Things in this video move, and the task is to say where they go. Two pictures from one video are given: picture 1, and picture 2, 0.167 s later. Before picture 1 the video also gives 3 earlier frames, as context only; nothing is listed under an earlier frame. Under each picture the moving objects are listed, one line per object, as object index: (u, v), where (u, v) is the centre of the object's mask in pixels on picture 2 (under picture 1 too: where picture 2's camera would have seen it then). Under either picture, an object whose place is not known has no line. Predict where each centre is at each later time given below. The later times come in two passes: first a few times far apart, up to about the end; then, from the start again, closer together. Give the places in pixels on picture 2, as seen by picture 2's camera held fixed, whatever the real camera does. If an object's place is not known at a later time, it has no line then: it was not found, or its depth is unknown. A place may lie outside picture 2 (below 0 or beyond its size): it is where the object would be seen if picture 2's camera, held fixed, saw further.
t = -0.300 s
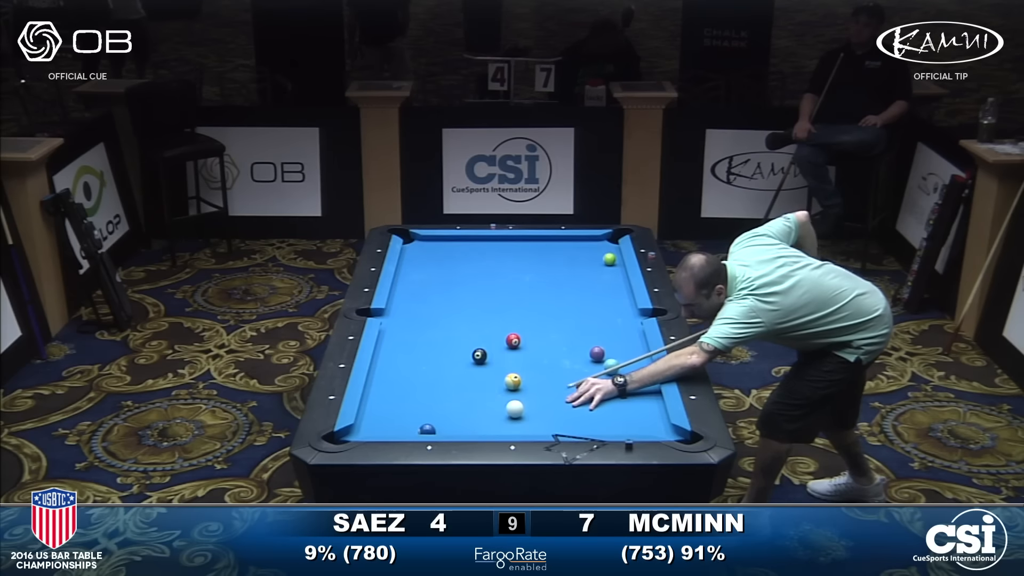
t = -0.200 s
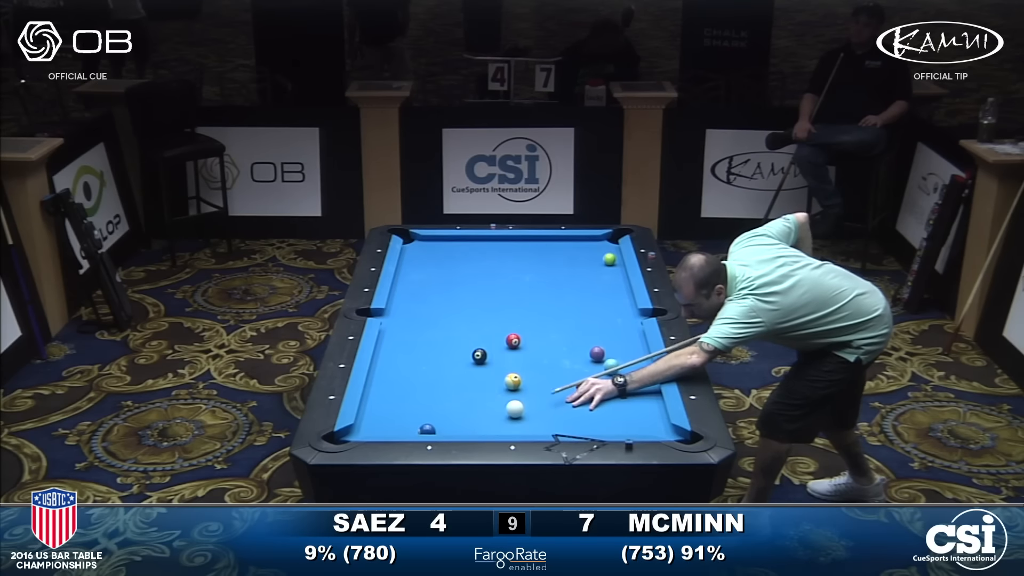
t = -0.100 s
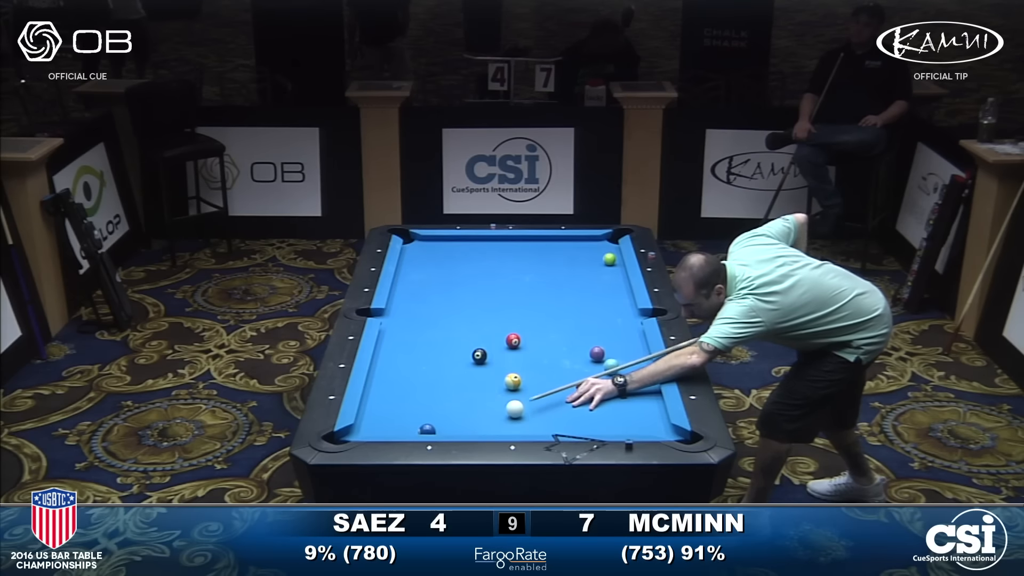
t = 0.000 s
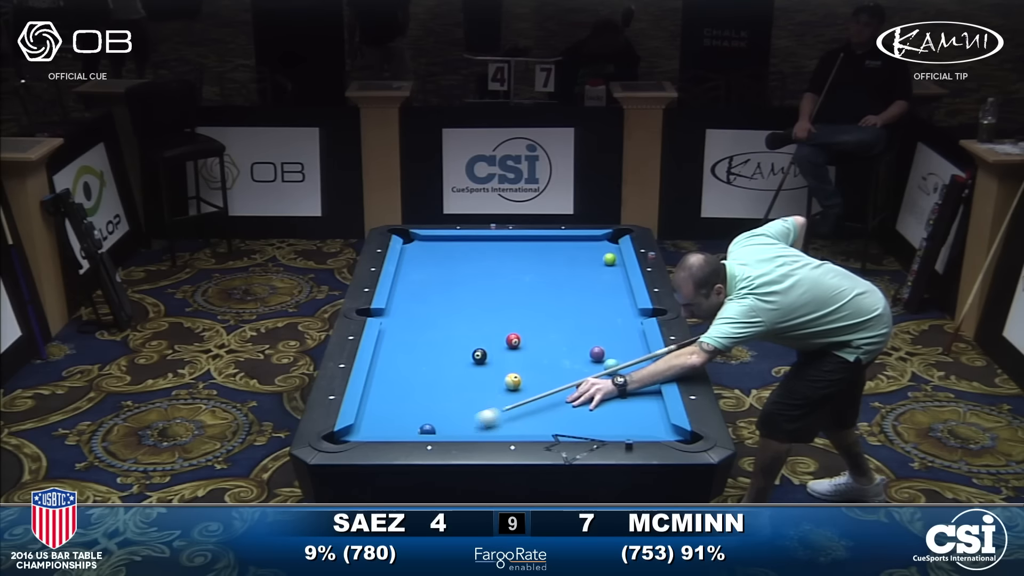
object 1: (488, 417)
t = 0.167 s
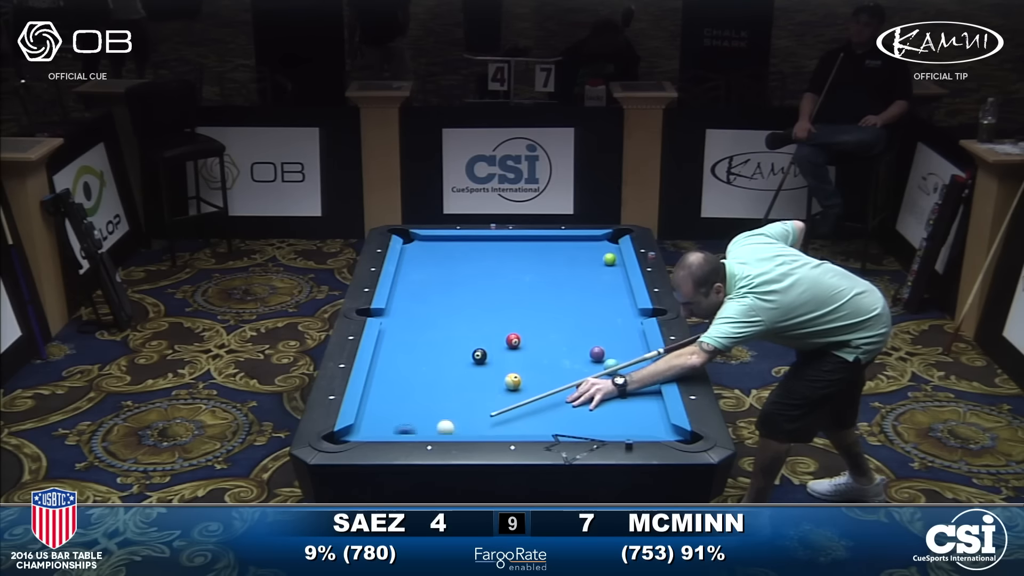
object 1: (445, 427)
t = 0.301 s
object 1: (439, 420)
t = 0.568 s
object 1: (422, 406)
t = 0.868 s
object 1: (405, 391)
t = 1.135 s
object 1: (392, 379)
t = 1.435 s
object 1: (378, 367)
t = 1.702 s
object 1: (386, 359)
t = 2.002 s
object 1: (396, 352)
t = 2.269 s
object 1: (403, 346)
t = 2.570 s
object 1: (411, 340)
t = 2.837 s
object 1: (416, 336)
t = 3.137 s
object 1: (422, 332)
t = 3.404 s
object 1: (426, 329)
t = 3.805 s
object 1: (435, 325)
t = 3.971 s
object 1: (433, 325)
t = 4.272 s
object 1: (436, 323)
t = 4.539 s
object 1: (437, 322)
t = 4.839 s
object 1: (438, 322)
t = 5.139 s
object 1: (438, 322)
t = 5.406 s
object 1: (438, 322)
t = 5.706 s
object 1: (438, 322)
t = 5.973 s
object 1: (438, 322)
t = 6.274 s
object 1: (438, 322)
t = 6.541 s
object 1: (438, 322)
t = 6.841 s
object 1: (438, 322)
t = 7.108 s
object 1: (438, 322)
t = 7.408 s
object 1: (438, 322)
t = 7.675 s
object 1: (438, 322)
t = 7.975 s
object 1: (438, 322)
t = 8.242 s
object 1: (438, 322)
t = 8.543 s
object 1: (438, 322)
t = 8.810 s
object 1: (438, 322)
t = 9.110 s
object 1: (438, 322)
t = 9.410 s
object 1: (438, 322)
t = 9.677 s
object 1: (438, 322)
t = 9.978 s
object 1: (438, 322)
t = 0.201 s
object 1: (445, 426)
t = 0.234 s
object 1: (443, 425)
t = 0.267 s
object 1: (441, 423)
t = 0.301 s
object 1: (439, 420)
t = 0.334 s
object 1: (437, 418)
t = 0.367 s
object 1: (435, 417)
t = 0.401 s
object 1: (433, 415)
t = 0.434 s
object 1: (431, 413)
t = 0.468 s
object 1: (428, 411)
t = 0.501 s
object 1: (426, 409)
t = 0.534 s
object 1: (424, 408)
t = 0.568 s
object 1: (422, 406)
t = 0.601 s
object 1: (420, 404)
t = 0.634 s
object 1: (418, 402)
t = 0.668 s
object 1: (416, 400)
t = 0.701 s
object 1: (414, 399)
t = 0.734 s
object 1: (413, 397)
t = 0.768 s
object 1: (411, 396)
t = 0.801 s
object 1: (409, 394)
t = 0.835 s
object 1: (407, 392)
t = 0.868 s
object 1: (405, 391)
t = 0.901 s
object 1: (404, 389)
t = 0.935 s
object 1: (402, 388)
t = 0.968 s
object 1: (400, 386)
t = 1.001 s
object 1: (398, 384)
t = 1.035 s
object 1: (397, 383)
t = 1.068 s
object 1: (395, 382)
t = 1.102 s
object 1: (393, 380)
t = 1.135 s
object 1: (392, 379)
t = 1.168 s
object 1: (390, 377)
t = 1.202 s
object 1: (389, 376)
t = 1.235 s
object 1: (387, 375)
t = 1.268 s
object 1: (386, 373)
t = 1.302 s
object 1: (384, 372)
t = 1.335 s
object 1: (383, 370)
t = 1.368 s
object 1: (381, 369)
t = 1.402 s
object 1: (380, 368)
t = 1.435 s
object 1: (378, 367)
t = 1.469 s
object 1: (378, 365)
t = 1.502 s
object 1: (379, 365)
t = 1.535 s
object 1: (380, 364)
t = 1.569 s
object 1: (381, 363)
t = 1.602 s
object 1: (383, 362)
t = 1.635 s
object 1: (384, 361)
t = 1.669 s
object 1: (385, 360)
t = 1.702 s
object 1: (386, 359)
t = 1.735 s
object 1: (387, 358)
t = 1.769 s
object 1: (388, 357)
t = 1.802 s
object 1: (389, 356)
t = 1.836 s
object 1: (391, 355)
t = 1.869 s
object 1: (392, 355)
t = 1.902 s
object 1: (393, 354)
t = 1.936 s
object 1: (394, 353)
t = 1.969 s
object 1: (395, 352)
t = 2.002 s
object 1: (396, 352)
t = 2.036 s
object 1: (397, 351)
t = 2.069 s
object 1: (398, 350)
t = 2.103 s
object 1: (399, 349)
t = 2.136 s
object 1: (400, 348)
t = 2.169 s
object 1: (400, 348)
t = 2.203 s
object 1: (401, 347)
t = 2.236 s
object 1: (402, 346)
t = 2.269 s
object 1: (403, 346)
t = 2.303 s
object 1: (404, 345)
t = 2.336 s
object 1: (405, 344)
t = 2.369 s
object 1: (406, 344)
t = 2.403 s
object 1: (407, 343)
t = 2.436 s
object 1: (408, 343)
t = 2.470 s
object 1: (408, 342)
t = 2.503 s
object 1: (409, 341)
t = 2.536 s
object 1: (410, 341)
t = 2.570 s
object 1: (411, 340)
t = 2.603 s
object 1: (412, 340)
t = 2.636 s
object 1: (412, 339)
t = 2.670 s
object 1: (413, 339)
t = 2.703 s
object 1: (414, 338)
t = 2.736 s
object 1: (414, 337)
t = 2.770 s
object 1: (415, 337)
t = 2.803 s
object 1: (416, 336)
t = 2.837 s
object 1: (416, 336)
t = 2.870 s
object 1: (417, 335)
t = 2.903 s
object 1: (417, 335)
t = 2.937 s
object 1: (418, 334)
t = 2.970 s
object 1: (419, 334)
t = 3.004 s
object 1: (419, 333)
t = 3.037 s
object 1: (420, 333)
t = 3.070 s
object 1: (420, 333)
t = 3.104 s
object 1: (421, 332)
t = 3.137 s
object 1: (422, 332)
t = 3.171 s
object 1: (422, 331)
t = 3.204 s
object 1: (423, 331)
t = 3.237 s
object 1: (423, 331)
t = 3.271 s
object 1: (424, 330)
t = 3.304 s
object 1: (424, 330)
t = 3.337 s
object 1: (425, 330)
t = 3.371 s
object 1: (425, 329)
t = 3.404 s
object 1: (426, 329)
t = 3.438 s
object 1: (426, 329)
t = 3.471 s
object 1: (426, 328)
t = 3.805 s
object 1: (435, 325)
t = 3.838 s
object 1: (432, 325)
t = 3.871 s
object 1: (432, 325)
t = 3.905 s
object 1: (433, 325)
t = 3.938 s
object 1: (433, 325)
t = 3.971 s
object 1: (433, 325)
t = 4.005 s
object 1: (434, 324)
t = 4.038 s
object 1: (434, 324)
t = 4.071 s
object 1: (434, 324)
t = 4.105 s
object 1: (435, 324)
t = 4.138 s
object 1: (435, 324)
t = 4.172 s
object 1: (435, 324)
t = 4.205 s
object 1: (435, 323)
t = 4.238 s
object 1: (436, 323)
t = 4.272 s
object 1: (436, 323)
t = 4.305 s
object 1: (436, 323)
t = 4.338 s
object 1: (436, 323)
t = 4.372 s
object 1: (436, 323)
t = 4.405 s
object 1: (437, 323)
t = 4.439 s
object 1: (437, 323)
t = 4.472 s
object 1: (437, 322)
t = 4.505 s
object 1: (437, 323)
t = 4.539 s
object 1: (437, 322)
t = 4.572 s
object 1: (437, 322)
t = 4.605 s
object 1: (438, 322)
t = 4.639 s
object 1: (438, 322)
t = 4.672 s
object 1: (438, 322)
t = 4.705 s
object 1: (438, 322)
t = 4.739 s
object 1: (438, 322)
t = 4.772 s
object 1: (438, 322)
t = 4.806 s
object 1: (438, 322)
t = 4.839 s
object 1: (438, 322)
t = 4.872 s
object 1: (438, 322)
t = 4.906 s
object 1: (438, 322)
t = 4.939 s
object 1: (438, 322)
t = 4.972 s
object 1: (438, 322)
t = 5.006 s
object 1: (438, 322)
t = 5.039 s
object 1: (438, 322)
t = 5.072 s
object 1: (438, 322)
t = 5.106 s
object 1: (438, 322)
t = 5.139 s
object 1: (438, 322)
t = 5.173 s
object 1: (438, 322)
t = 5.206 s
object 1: (438, 322)
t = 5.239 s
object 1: (438, 322)
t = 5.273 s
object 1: (438, 322)
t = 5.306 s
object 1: (438, 322)
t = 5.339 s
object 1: (438, 322)
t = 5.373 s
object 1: (438, 322)
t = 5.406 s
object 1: (438, 322)
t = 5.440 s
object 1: (438, 322)
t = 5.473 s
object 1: (438, 322)
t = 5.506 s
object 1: (438, 322)
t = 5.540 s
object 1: (438, 322)
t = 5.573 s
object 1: (438, 322)
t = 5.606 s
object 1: (438, 322)
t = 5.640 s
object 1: (438, 322)
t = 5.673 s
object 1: (438, 322)
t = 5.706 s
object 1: (438, 322)
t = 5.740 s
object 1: (438, 322)
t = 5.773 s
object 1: (438, 322)
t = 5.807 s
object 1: (438, 322)
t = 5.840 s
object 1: (438, 322)
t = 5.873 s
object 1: (438, 322)
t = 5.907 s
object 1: (438, 322)
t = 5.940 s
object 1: (438, 322)
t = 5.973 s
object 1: (438, 322)
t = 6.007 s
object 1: (438, 322)
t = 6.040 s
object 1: (438, 322)
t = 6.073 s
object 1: (438, 322)
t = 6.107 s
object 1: (438, 322)
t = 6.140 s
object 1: (438, 322)
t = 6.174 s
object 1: (438, 322)
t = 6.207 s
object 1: (438, 322)
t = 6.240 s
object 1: (438, 322)
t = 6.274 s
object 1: (438, 322)
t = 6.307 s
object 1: (438, 322)
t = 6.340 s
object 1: (438, 322)
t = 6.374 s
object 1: (438, 322)
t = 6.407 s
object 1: (438, 322)
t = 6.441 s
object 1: (438, 322)
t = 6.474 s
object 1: (438, 322)
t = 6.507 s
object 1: (438, 322)
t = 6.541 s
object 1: (438, 322)
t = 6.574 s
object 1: (438, 322)
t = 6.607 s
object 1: (438, 322)
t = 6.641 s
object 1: (438, 322)
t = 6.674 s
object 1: (438, 322)
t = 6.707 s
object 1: (438, 322)
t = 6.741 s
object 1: (438, 322)
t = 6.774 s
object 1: (438, 322)
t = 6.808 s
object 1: (438, 322)
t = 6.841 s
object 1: (438, 322)
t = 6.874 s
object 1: (438, 322)
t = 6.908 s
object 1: (438, 322)
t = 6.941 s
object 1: (438, 322)
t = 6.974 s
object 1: (438, 322)
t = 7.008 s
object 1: (438, 322)
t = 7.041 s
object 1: (438, 322)
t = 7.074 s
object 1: (438, 322)
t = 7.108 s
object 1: (438, 322)
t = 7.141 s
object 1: (438, 322)
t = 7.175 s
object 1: (438, 322)
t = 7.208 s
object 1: (438, 322)
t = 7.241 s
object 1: (438, 322)
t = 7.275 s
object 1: (438, 322)
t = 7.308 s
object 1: (438, 322)
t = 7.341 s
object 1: (438, 322)
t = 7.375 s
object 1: (438, 322)
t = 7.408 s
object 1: (438, 322)
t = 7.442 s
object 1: (438, 322)
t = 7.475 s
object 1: (438, 322)
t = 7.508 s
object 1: (438, 322)
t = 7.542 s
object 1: (438, 322)
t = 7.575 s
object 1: (438, 322)
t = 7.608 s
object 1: (438, 322)
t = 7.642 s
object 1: (438, 322)
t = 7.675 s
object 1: (438, 322)
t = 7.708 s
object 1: (438, 322)
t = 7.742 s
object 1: (438, 322)
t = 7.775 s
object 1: (438, 322)
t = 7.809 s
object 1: (438, 322)
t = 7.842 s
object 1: (438, 322)
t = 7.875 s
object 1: (438, 322)
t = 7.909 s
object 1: (438, 322)
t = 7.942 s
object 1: (438, 322)
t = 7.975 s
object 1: (438, 322)
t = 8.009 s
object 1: (438, 322)
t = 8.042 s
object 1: (438, 322)
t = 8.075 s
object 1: (438, 322)
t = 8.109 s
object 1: (438, 322)
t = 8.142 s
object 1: (438, 322)
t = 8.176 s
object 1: (438, 322)
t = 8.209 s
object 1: (438, 322)
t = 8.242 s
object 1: (438, 322)
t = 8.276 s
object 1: (438, 322)
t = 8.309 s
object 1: (438, 322)
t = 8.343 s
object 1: (438, 322)
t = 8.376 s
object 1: (438, 322)
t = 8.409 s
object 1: (438, 322)
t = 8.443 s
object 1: (438, 322)
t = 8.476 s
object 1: (438, 322)
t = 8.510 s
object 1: (438, 322)
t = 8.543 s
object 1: (438, 322)
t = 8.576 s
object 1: (438, 322)
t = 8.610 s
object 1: (438, 322)
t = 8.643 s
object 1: (438, 322)
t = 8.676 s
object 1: (438, 322)
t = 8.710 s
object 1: (438, 322)
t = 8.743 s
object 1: (438, 322)
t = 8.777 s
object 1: (438, 322)
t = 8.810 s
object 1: (438, 322)
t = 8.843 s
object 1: (438, 322)
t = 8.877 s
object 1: (438, 322)
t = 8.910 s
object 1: (438, 322)
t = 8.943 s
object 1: (438, 322)
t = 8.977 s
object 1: (438, 322)
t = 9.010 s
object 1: (438, 322)
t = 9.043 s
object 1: (438, 322)
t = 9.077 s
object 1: (438, 322)
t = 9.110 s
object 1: (438, 322)
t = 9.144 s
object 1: (438, 322)
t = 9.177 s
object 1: (438, 322)
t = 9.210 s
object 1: (438, 322)
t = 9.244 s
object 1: (438, 322)
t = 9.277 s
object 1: (438, 322)
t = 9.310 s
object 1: (438, 322)
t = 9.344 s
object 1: (438, 322)
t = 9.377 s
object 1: (438, 322)
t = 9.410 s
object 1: (438, 322)
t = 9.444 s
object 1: (438, 322)
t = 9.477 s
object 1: (438, 322)
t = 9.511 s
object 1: (438, 322)
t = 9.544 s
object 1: (438, 322)
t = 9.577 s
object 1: (438, 322)
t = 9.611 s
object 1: (438, 322)
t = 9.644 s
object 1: (438, 322)
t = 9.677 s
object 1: (438, 322)
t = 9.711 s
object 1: (438, 322)
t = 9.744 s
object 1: (438, 322)
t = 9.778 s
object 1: (438, 322)
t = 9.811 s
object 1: (438, 322)
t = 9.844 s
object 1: (438, 322)
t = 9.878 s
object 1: (438, 322)
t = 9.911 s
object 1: (438, 322)
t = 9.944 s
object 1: (438, 322)
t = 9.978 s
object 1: (438, 322)
